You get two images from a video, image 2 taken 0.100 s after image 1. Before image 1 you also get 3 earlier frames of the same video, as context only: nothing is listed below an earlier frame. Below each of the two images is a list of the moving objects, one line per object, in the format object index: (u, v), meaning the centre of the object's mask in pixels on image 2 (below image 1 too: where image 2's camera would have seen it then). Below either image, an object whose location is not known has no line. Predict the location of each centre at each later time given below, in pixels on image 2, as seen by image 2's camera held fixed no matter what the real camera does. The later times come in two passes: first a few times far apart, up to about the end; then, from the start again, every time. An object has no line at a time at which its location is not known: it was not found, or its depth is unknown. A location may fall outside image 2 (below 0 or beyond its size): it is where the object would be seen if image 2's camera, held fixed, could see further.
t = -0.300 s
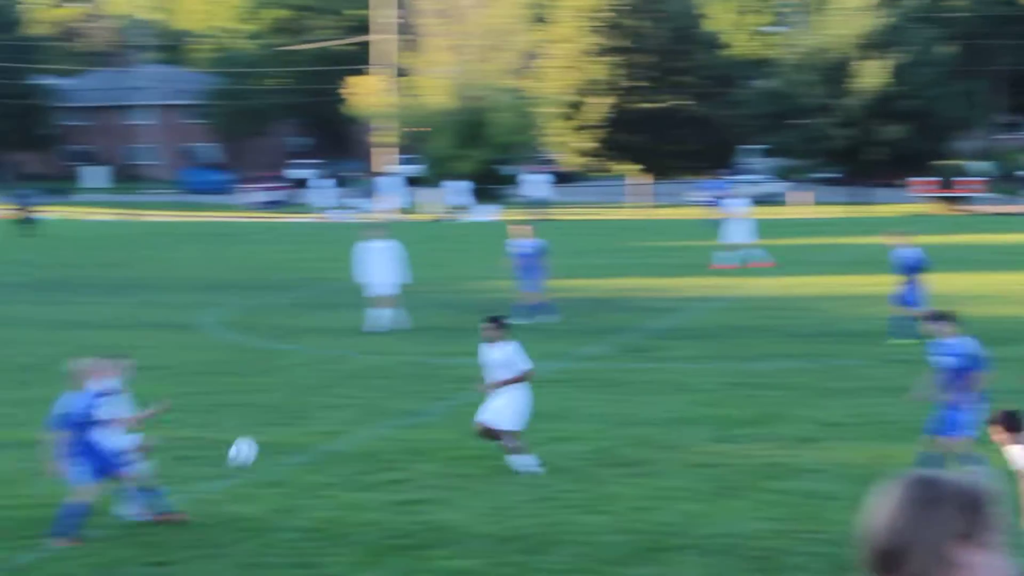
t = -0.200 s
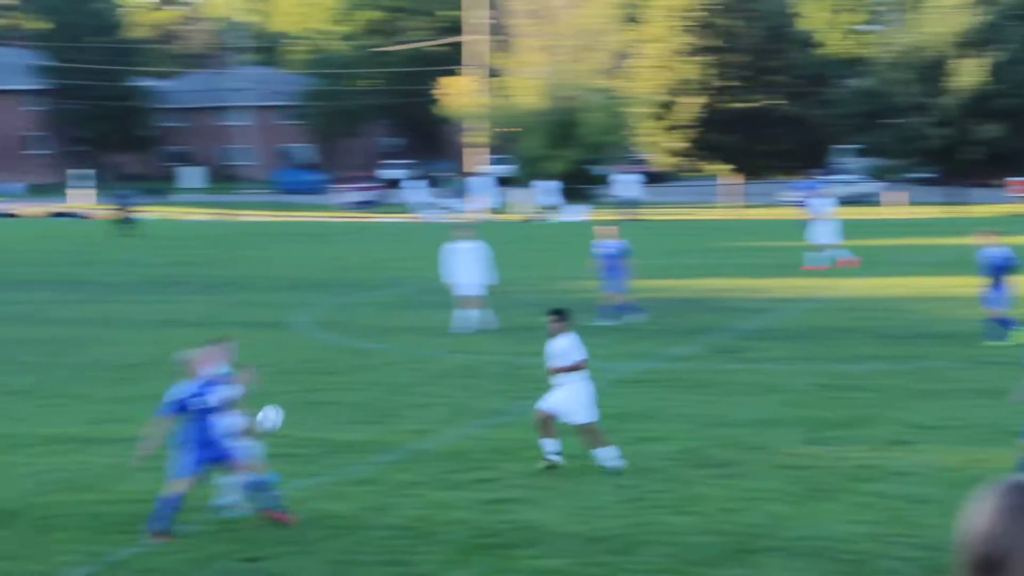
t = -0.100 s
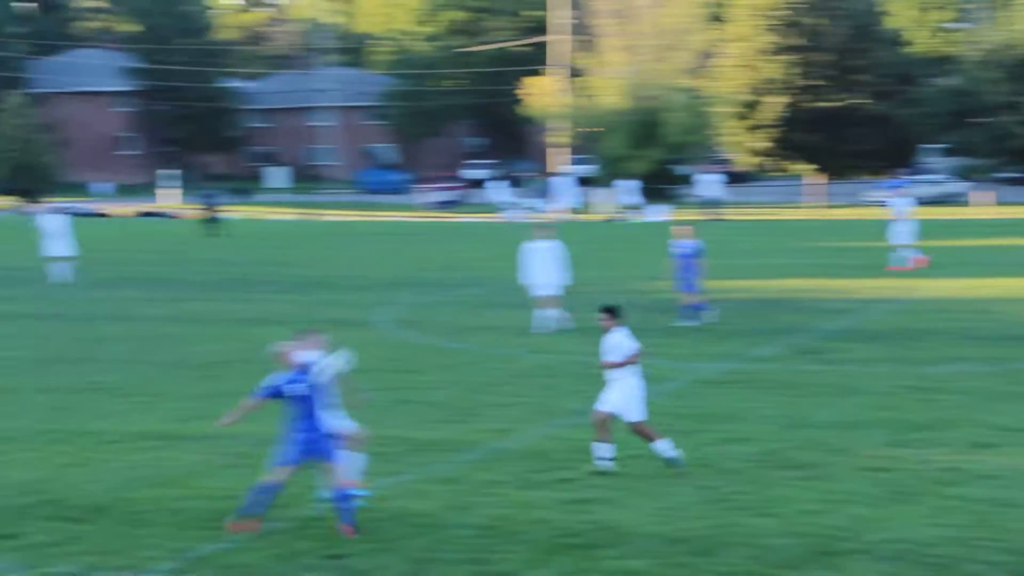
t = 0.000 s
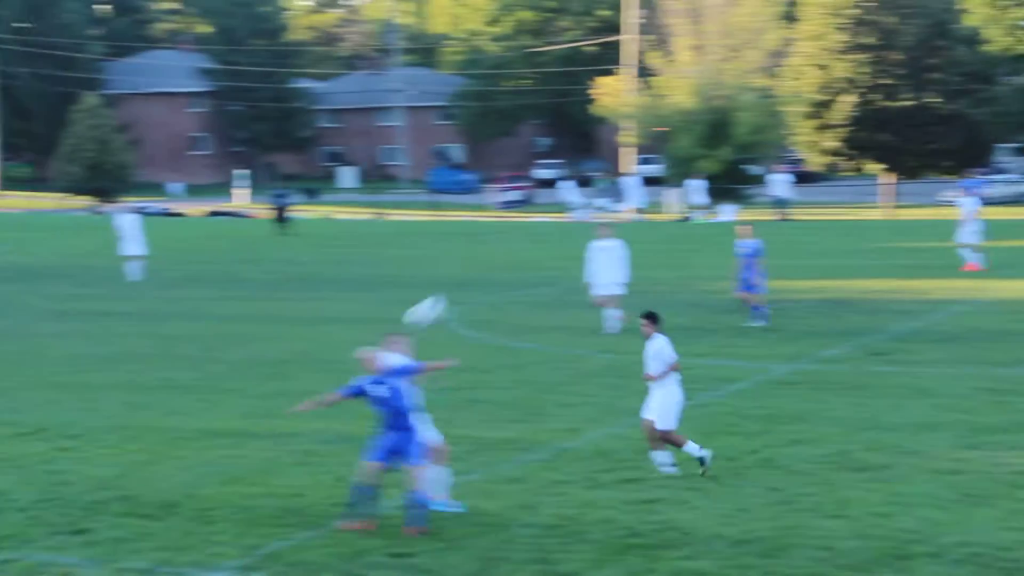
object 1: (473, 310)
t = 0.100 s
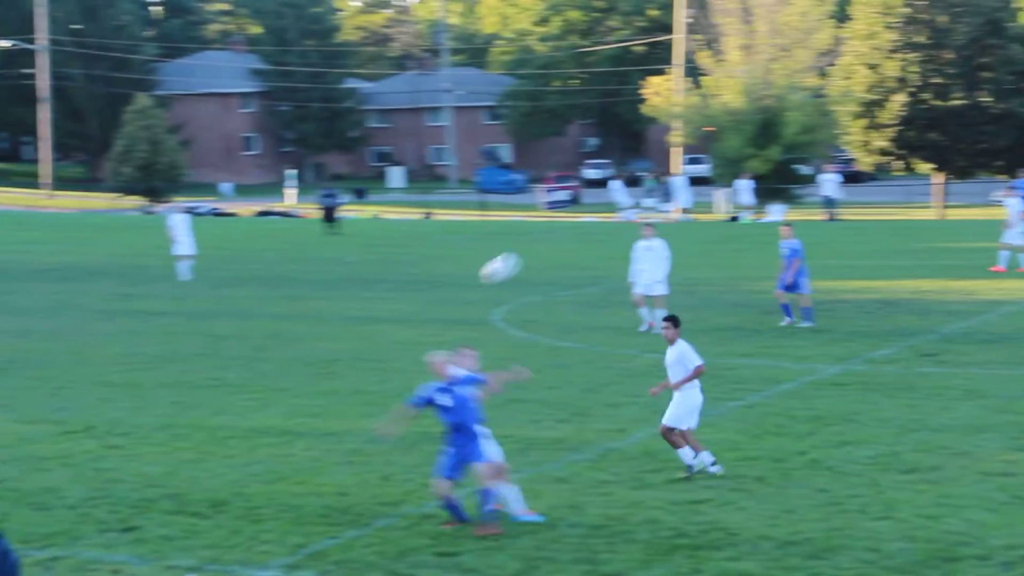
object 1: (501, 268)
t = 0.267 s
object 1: (552, 218)
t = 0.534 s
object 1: (635, 201)
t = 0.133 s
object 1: (511, 255)
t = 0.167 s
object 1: (522, 244)
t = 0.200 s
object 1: (532, 235)
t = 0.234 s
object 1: (540, 227)
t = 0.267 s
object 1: (552, 218)
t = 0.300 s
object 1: (562, 212)
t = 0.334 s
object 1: (572, 207)
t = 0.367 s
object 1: (584, 203)
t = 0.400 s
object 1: (594, 200)
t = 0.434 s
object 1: (604, 199)
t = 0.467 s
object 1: (616, 199)
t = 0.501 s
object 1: (626, 200)
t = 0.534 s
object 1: (635, 201)
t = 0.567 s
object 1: (646, 205)
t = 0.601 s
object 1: (658, 209)
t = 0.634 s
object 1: (671, 216)
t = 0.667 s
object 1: (683, 224)
